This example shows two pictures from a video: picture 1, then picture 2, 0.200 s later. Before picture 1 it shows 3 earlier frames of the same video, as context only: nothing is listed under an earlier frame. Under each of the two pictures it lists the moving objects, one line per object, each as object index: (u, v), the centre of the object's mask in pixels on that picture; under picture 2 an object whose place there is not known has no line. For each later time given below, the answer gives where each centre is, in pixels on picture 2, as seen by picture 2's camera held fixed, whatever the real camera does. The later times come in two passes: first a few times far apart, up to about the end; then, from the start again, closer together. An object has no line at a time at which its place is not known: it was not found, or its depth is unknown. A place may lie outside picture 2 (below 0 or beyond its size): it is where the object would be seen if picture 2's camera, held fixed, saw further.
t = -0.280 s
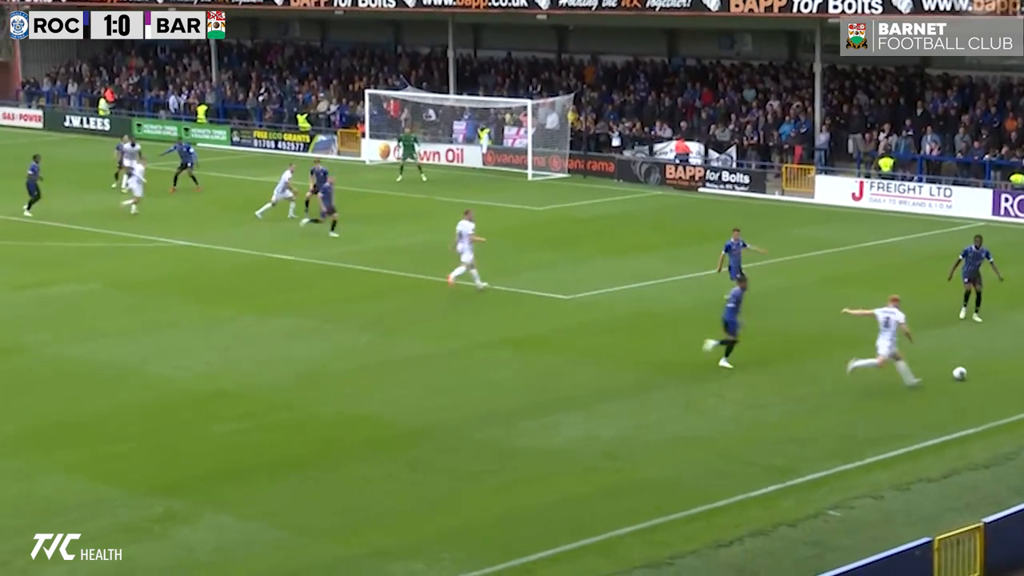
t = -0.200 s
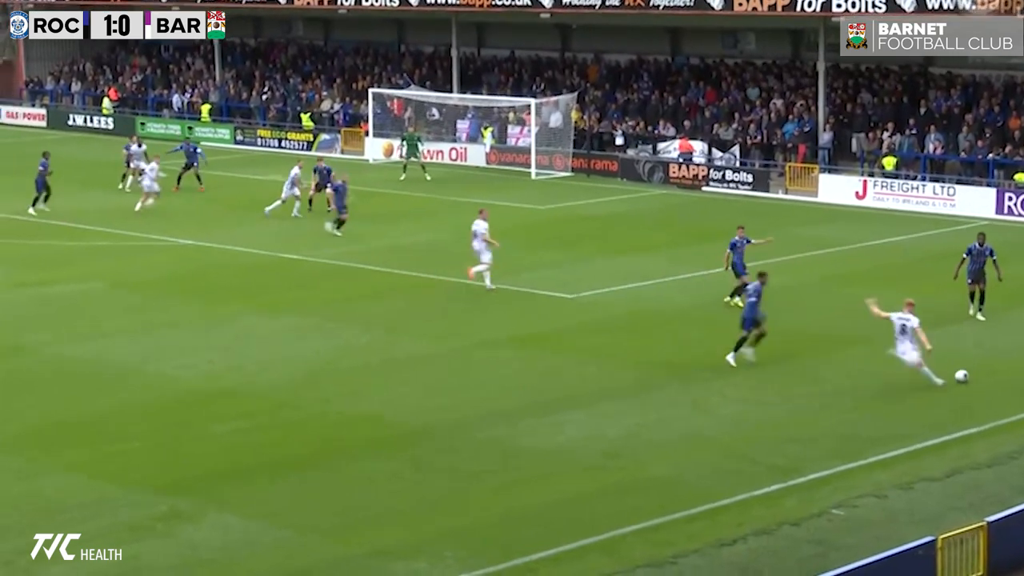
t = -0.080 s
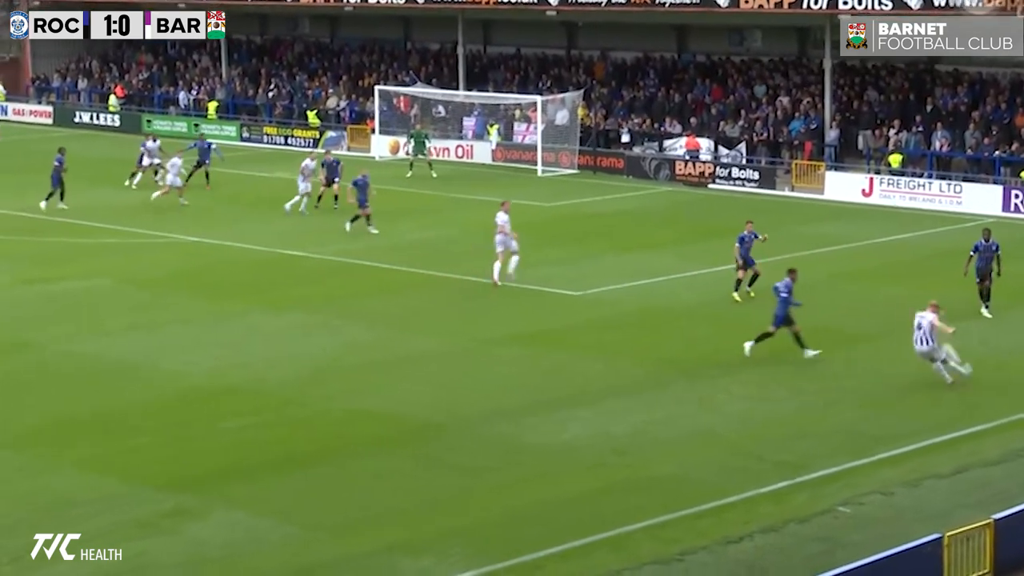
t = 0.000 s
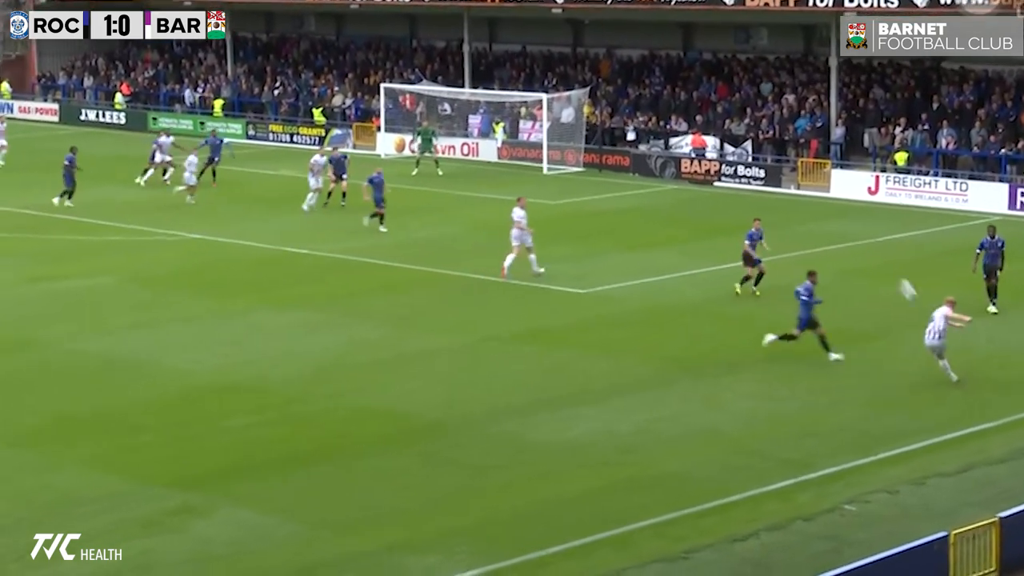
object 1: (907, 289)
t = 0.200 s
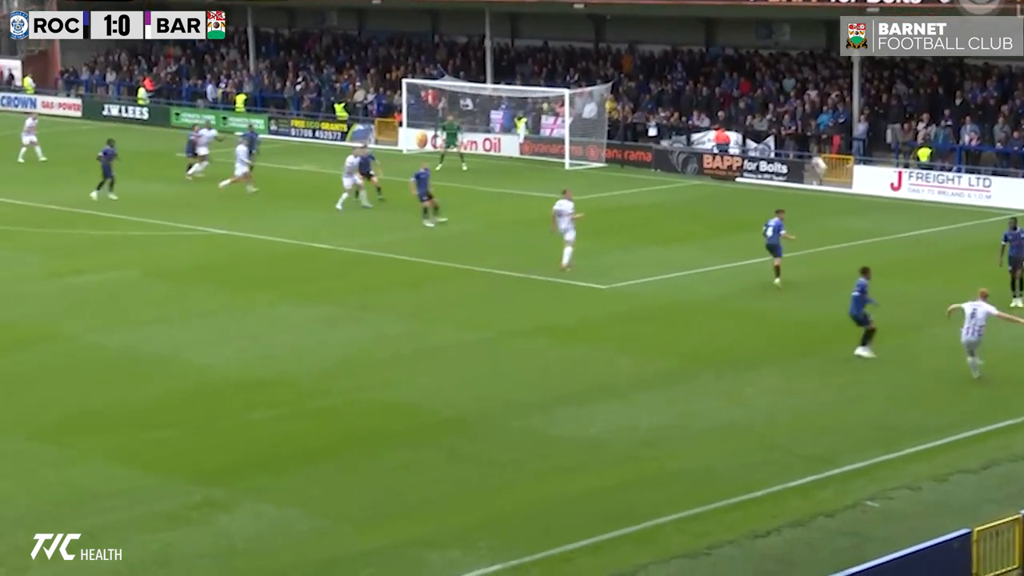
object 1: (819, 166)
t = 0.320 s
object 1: (760, 112)
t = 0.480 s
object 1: (688, 63)
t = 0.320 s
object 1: (760, 112)
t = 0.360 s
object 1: (742, 99)
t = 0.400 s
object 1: (724, 86)
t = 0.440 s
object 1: (706, 74)
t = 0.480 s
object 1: (688, 63)
